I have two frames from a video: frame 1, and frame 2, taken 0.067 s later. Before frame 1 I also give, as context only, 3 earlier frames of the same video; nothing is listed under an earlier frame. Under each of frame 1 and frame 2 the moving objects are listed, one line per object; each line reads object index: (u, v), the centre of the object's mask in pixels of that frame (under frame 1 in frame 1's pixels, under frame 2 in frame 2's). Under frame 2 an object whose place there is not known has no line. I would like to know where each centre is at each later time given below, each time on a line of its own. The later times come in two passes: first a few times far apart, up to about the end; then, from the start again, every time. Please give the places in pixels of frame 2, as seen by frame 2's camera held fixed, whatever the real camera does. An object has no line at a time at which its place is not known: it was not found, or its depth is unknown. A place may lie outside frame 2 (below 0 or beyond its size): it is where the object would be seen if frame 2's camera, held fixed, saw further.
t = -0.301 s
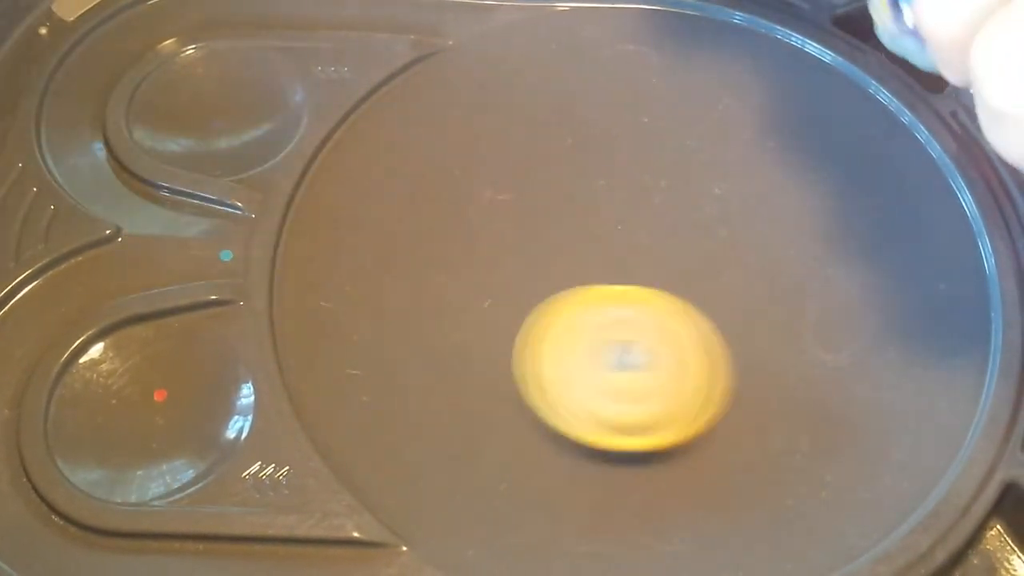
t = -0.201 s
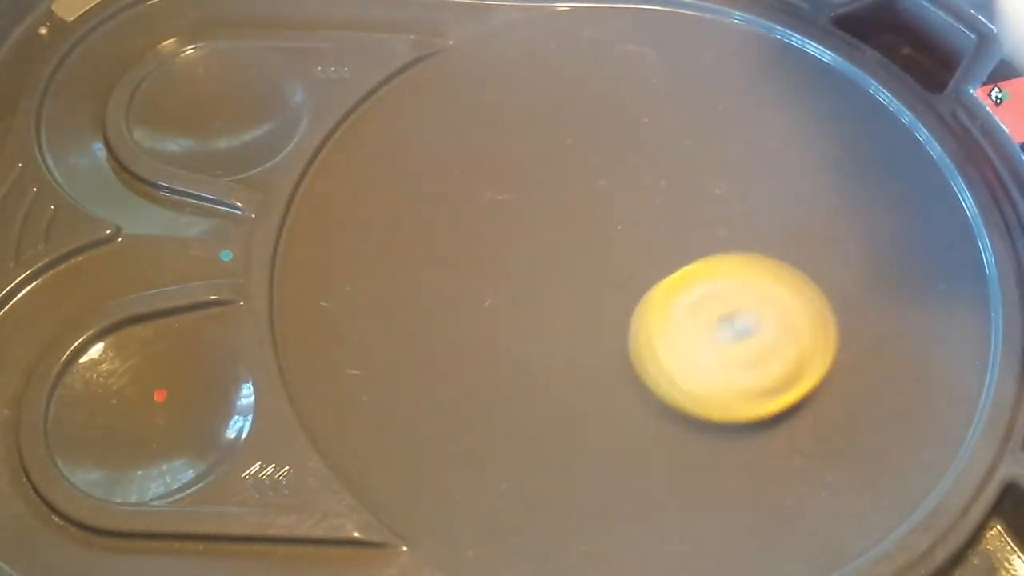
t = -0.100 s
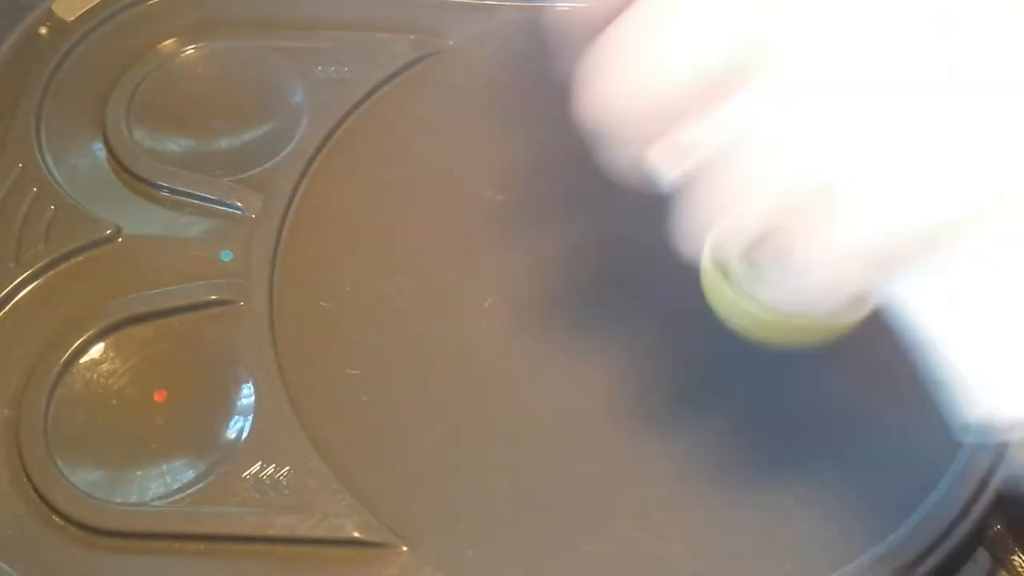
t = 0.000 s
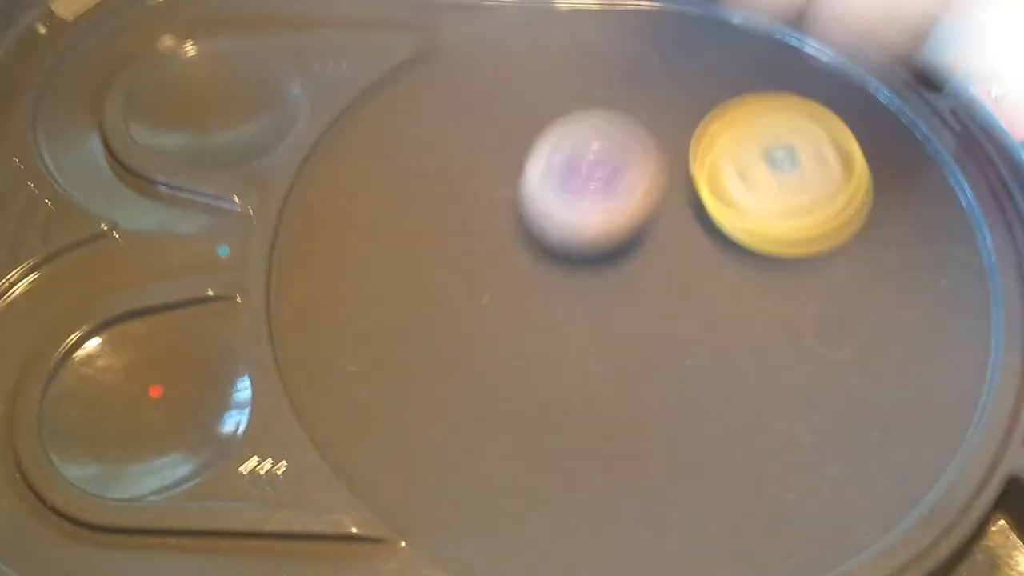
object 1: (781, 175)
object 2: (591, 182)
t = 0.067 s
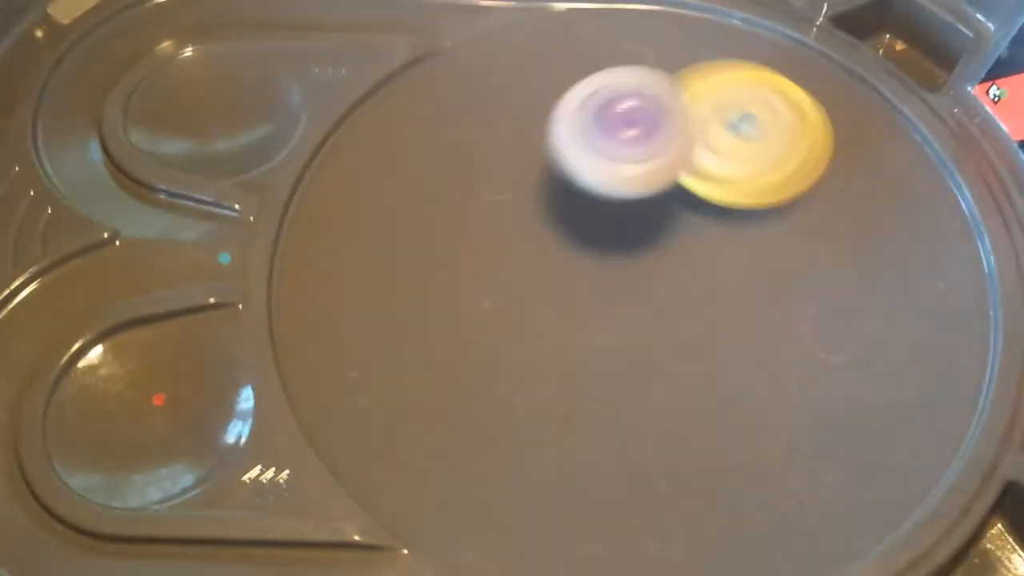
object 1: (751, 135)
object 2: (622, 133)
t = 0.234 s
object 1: (574, 106)
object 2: (705, 231)
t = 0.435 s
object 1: (464, 258)
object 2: (773, 195)
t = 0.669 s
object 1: (664, 415)
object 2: (596, 205)
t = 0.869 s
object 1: (848, 307)
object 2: (665, 418)
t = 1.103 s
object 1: (731, 125)
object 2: (949, 285)
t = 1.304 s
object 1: (520, 157)
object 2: (721, 69)
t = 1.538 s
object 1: (466, 367)
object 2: (289, 252)
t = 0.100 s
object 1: (738, 113)
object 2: (637, 138)
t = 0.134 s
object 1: (689, 90)
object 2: (658, 177)
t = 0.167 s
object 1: (646, 99)
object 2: (670, 222)
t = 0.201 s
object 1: (613, 102)
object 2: (686, 239)
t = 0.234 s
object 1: (574, 106)
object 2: (705, 231)
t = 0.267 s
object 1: (537, 121)
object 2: (722, 240)
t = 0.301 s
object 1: (508, 140)
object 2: (742, 248)
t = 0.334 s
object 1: (485, 164)
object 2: (760, 241)
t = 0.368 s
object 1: (470, 194)
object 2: (772, 229)
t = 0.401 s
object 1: (463, 225)
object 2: (777, 213)
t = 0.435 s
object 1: (464, 258)
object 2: (773, 195)
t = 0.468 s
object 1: (472, 292)
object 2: (761, 177)
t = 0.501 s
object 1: (488, 325)
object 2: (740, 163)
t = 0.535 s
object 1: (512, 355)
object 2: (712, 156)
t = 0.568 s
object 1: (544, 380)
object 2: (681, 156)
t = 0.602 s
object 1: (580, 399)
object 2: (649, 164)
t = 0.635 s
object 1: (622, 410)
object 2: (619, 180)
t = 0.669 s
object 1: (664, 415)
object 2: (596, 205)
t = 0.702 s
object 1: (706, 412)
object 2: (579, 235)
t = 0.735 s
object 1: (746, 402)
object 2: (572, 274)
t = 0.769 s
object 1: (780, 385)
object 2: (577, 313)
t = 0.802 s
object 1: (811, 363)
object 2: (594, 355)
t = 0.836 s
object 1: (833, 336)
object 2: (625, 389)
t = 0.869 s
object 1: (848, 307)
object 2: (665, 418)
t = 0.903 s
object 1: (854, 276)
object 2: (719, 437)
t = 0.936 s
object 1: (851, 243)
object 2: (773, 441)
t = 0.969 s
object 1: (840, 211)
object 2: (827, 430)
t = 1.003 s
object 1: (821, 183)
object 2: (875, 406)
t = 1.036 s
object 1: (797, 159)
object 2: (911, 371)
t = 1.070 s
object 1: (765, 140)
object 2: (937, 329)
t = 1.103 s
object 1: (731, 125)
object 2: (949, 285)
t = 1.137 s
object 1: (695, 117)
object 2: (944, 238)
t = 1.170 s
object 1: (655, 115)
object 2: (924, 192)
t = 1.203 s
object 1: (619, 117)
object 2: (892, 151)
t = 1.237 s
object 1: (582, 126)
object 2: (847, 116)
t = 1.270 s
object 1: (549, 138)
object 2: (787, 88)
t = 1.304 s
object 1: (520, 157)
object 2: (721, 69)
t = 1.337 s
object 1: (493, 180)
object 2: (649, 63)
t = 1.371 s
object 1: (473, 205)
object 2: (575, 66)
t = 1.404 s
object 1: (458, 235)
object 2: (501, 82)
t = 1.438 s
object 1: (448, 266)
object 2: (433, 110)
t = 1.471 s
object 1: (447, 300)
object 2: (375, 147)
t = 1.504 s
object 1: (452, 334)
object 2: (325, 195)
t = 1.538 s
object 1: (466, 367)
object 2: (289, 252)
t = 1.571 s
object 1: (488, 397)
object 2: (287, 319)
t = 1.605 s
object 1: (515, 423)
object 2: (323, 389)
